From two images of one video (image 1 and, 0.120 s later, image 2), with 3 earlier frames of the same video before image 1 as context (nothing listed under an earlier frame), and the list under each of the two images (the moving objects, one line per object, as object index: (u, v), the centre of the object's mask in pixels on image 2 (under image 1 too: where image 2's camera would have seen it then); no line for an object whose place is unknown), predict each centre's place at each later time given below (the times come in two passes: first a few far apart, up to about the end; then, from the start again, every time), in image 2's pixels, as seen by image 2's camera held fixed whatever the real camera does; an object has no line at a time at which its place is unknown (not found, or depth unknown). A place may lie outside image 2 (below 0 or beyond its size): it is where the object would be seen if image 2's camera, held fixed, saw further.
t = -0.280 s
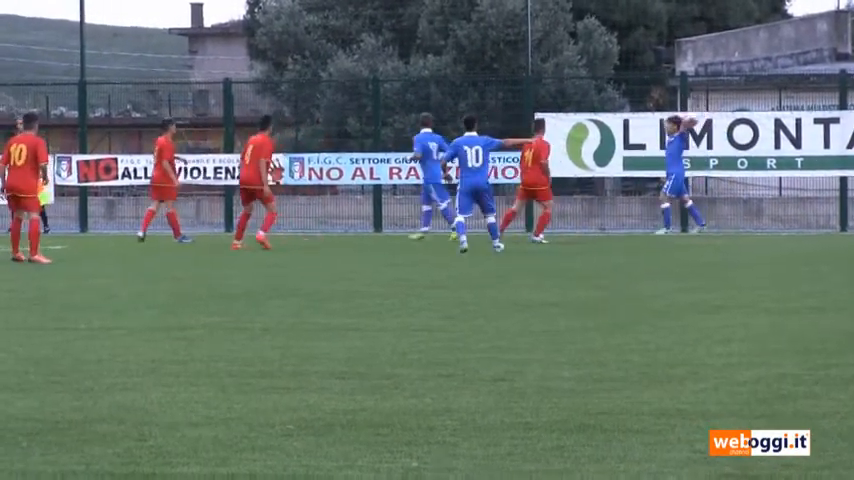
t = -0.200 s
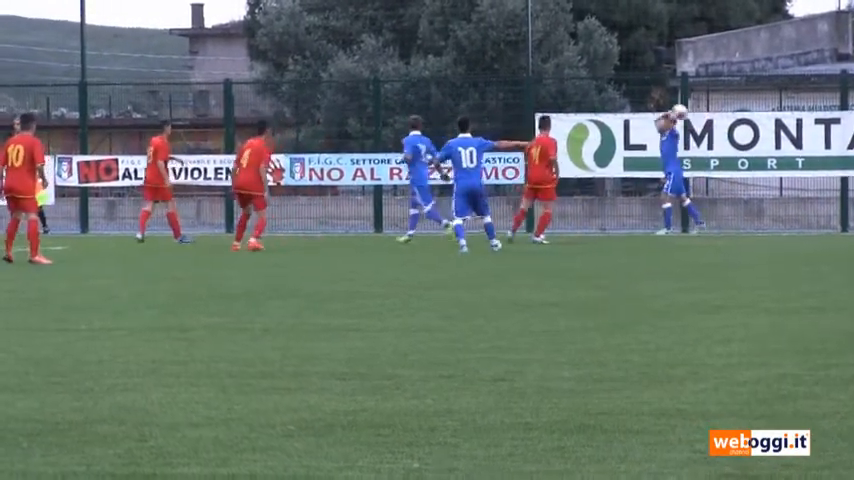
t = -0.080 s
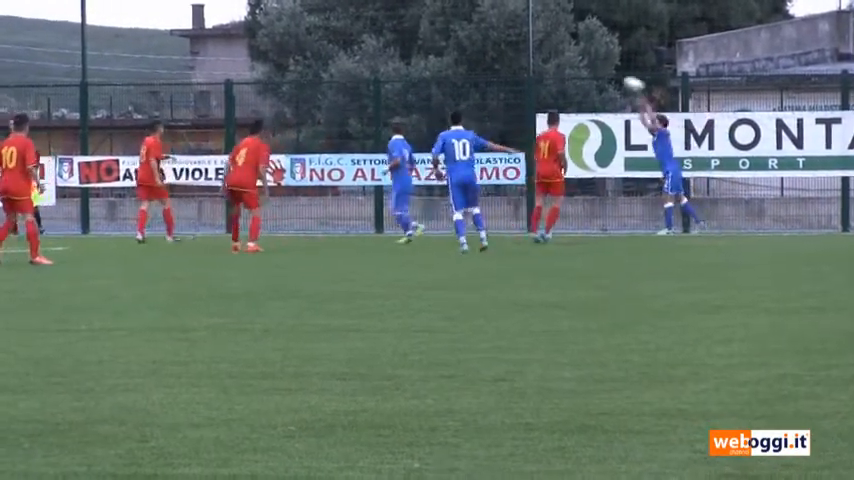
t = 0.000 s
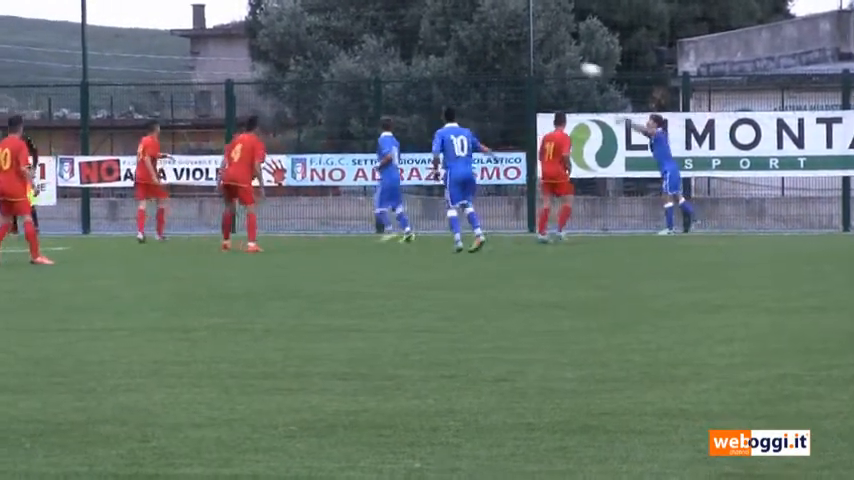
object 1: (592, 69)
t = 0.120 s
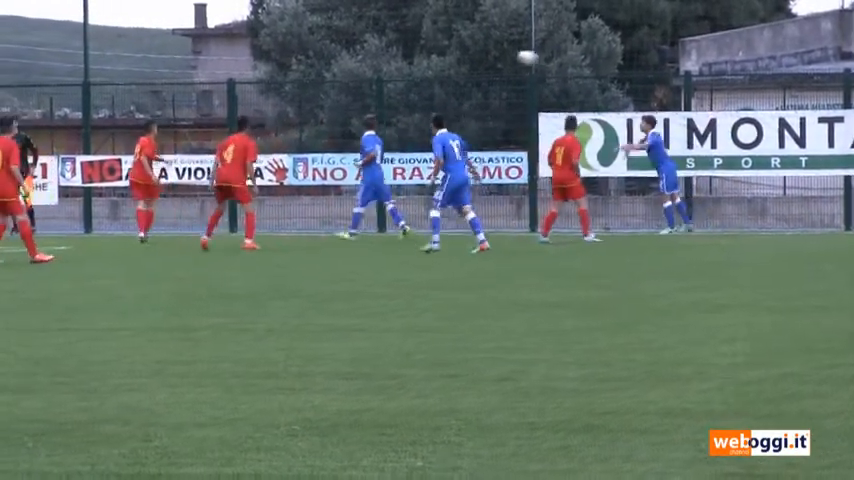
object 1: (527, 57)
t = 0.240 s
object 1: (463, 55)
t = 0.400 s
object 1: (378, 67)
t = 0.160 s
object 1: (506, 55)
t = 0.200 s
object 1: (485, 55)
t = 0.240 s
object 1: (463, 55)
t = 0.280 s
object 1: (442, 56)
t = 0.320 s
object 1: (420, 58)
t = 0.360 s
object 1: (399, 62)
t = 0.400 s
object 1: (378, 67)
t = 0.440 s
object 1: (356, 72)
